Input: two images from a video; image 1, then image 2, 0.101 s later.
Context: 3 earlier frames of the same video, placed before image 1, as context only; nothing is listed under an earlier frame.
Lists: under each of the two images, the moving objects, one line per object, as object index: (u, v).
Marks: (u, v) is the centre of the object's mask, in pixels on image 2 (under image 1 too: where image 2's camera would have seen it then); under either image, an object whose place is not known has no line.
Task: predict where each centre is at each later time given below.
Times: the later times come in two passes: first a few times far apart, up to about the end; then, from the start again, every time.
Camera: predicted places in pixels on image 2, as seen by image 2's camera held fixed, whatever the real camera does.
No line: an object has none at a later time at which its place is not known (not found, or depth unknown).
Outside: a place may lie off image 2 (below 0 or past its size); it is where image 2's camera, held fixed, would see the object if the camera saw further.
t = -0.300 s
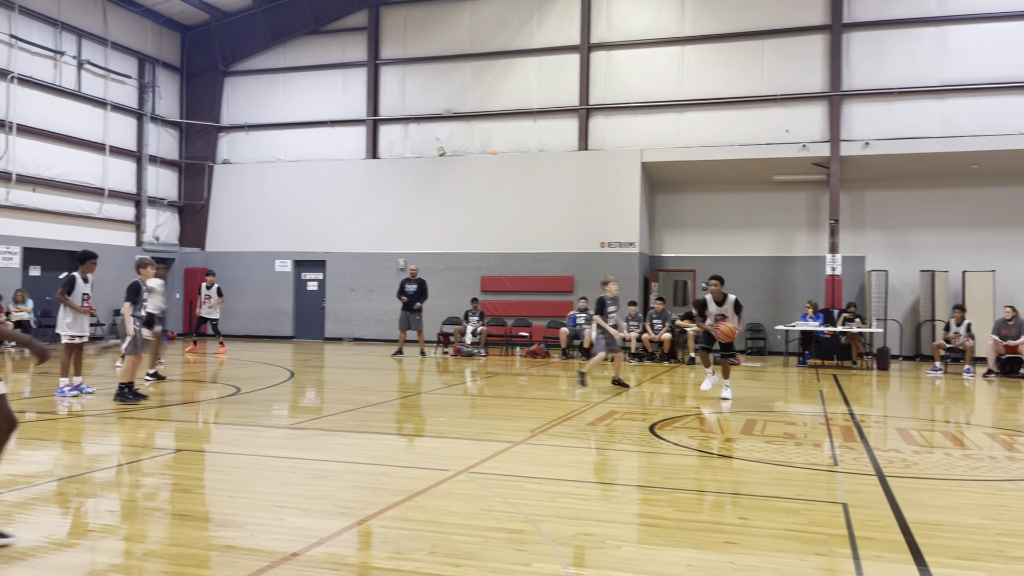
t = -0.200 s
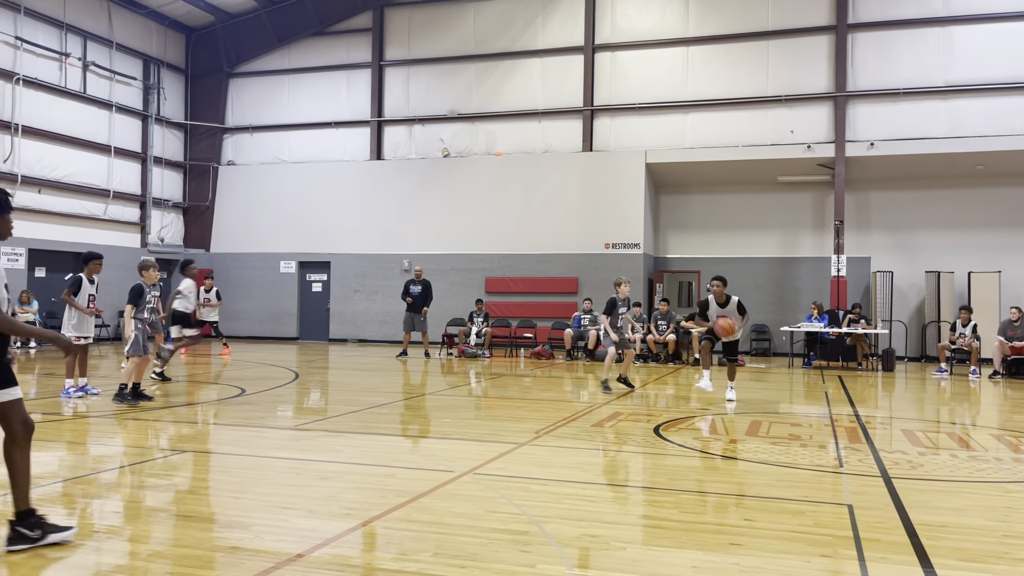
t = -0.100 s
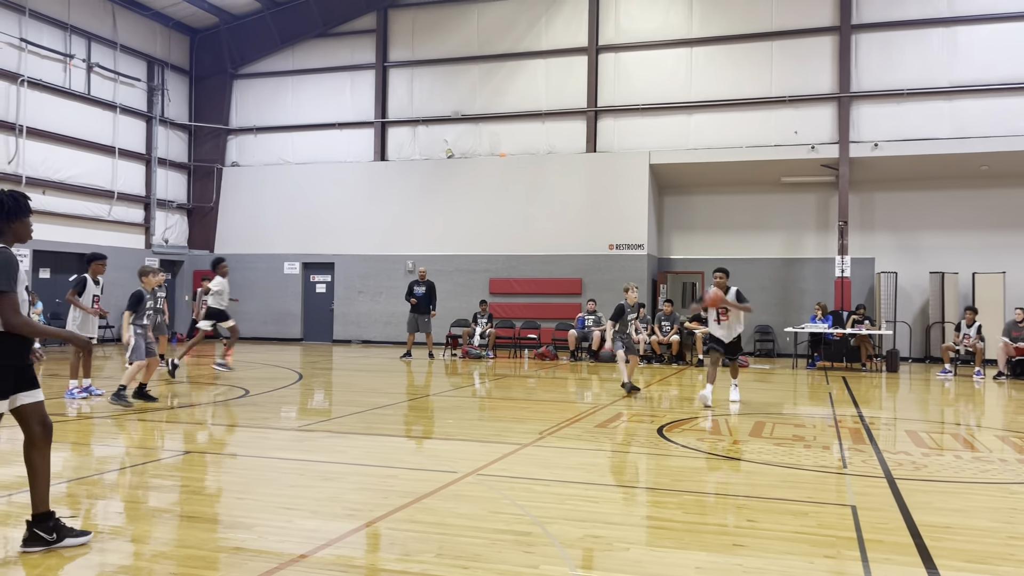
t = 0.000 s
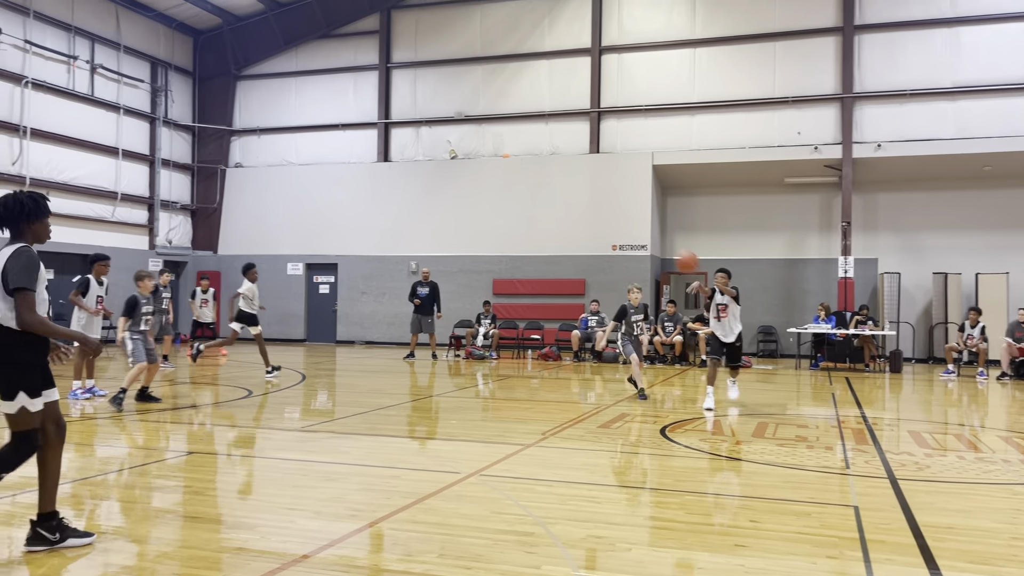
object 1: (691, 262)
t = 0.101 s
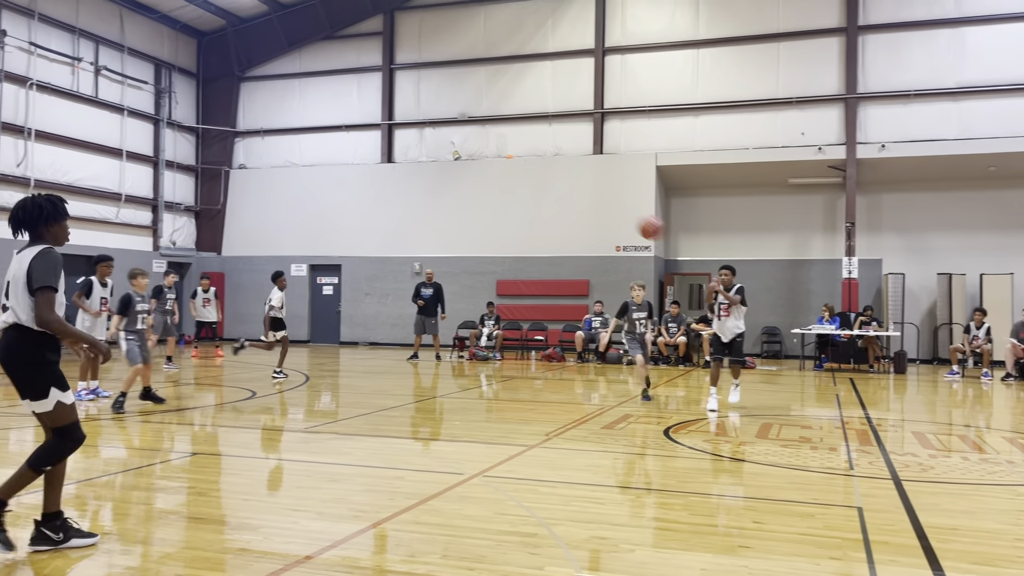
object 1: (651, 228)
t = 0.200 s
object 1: (602, 196)
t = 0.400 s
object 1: (471, 152)
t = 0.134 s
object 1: (635, 217)
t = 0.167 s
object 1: (618, 206)
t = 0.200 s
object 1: (602, 196)
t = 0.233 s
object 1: (584, 187)
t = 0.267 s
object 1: (564, 178)
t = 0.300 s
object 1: (544, 170)
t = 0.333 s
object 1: (521, 163)
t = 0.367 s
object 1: (497, 157)
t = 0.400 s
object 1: (471, 152)
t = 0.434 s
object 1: (444, 148)
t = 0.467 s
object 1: (412, 143)
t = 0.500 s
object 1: (381, 142)
